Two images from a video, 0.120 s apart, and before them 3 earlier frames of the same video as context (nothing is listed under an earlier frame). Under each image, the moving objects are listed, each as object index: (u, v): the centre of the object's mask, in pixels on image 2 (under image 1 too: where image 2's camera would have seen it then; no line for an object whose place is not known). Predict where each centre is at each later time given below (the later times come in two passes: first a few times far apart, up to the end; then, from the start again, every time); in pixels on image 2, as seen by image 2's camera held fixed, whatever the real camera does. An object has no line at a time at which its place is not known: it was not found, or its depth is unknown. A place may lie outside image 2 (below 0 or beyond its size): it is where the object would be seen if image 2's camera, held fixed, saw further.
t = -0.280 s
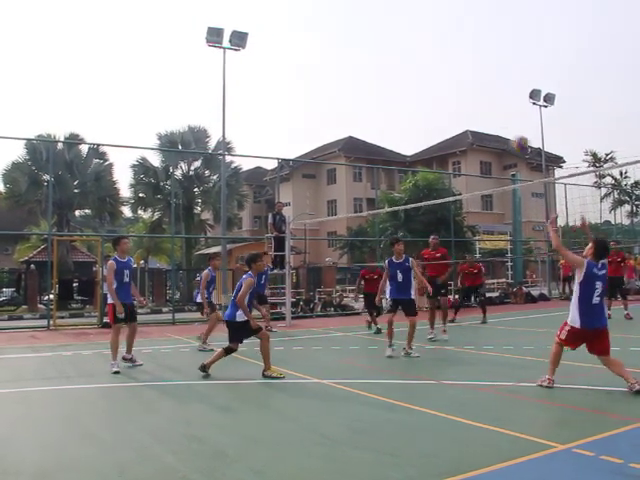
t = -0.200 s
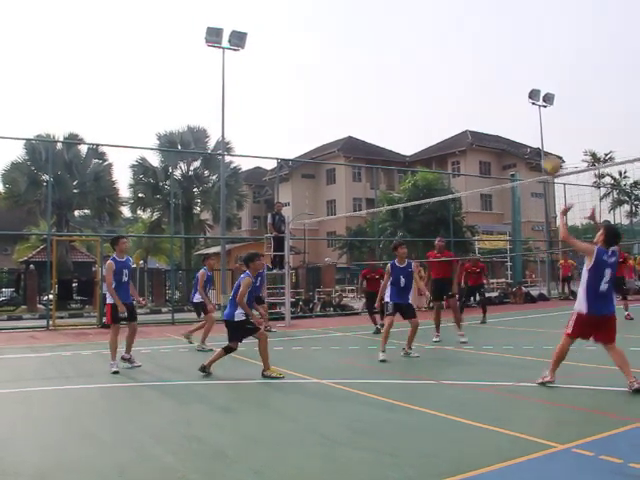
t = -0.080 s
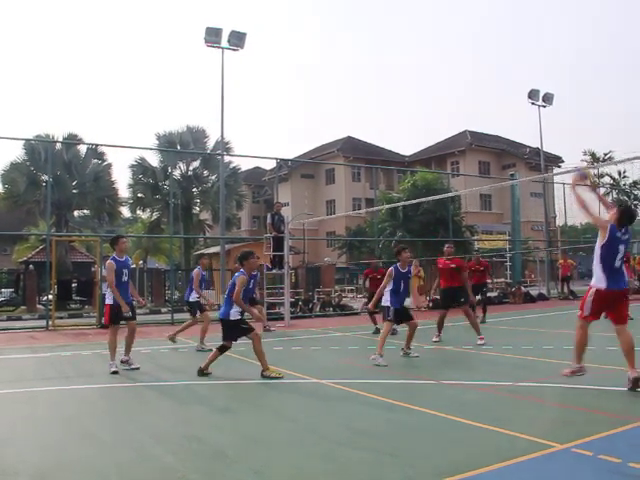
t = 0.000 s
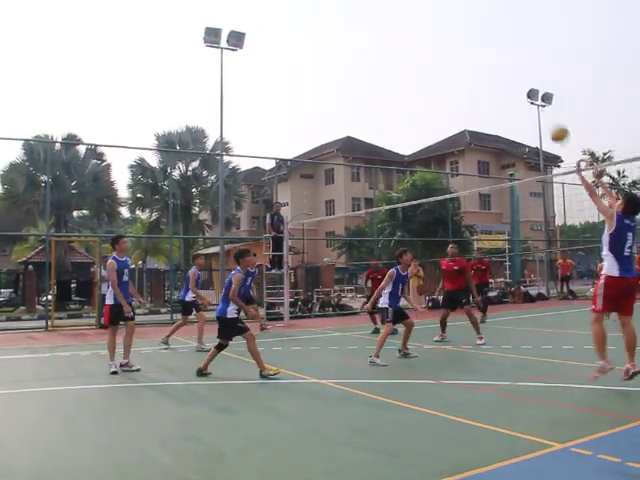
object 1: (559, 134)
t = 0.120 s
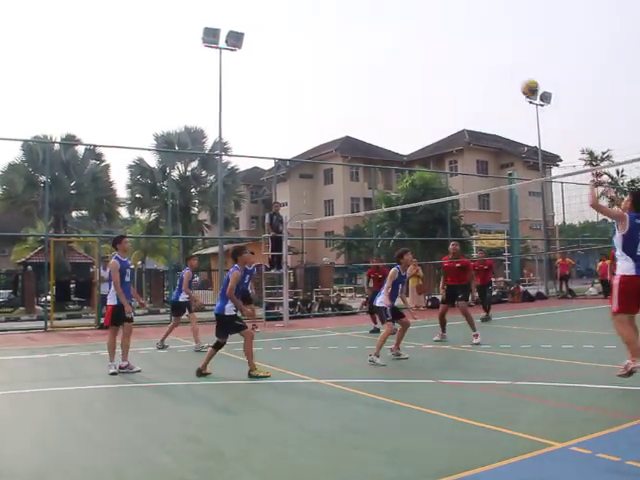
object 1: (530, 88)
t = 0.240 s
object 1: (505, 59)
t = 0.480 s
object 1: (467, 41)
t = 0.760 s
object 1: (435, 70)
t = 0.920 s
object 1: (420, 107)
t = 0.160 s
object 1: (521, 76)
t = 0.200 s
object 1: (513, 66)
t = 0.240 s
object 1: (505, 59)
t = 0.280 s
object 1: (498, 53)
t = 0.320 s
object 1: (491, 48)
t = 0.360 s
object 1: (485, 44)
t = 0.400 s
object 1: (479, 42)
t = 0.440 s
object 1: (473, 41)
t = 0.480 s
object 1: (467, 41)
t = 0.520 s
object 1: (462, 42)
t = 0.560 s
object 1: (457, 44)
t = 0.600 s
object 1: (452, 48)
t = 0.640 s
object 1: (447, 52)
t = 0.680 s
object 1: (443, 57)
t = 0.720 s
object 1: (439, 63)
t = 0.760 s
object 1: (435, 70)
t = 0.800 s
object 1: (431, 78)
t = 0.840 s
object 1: (427, 86)
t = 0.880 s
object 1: (423, 96)
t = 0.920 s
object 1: (420, 107)
